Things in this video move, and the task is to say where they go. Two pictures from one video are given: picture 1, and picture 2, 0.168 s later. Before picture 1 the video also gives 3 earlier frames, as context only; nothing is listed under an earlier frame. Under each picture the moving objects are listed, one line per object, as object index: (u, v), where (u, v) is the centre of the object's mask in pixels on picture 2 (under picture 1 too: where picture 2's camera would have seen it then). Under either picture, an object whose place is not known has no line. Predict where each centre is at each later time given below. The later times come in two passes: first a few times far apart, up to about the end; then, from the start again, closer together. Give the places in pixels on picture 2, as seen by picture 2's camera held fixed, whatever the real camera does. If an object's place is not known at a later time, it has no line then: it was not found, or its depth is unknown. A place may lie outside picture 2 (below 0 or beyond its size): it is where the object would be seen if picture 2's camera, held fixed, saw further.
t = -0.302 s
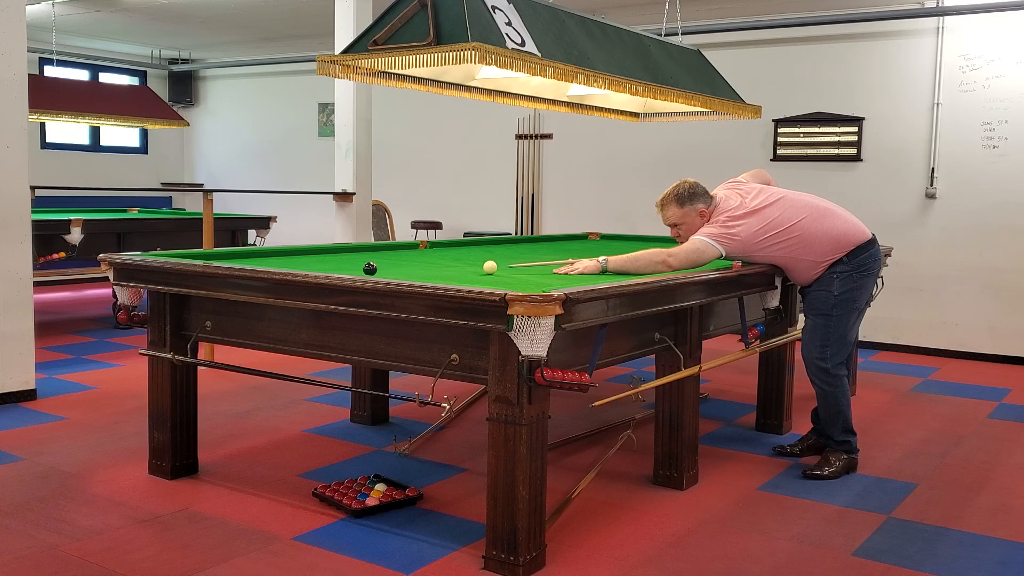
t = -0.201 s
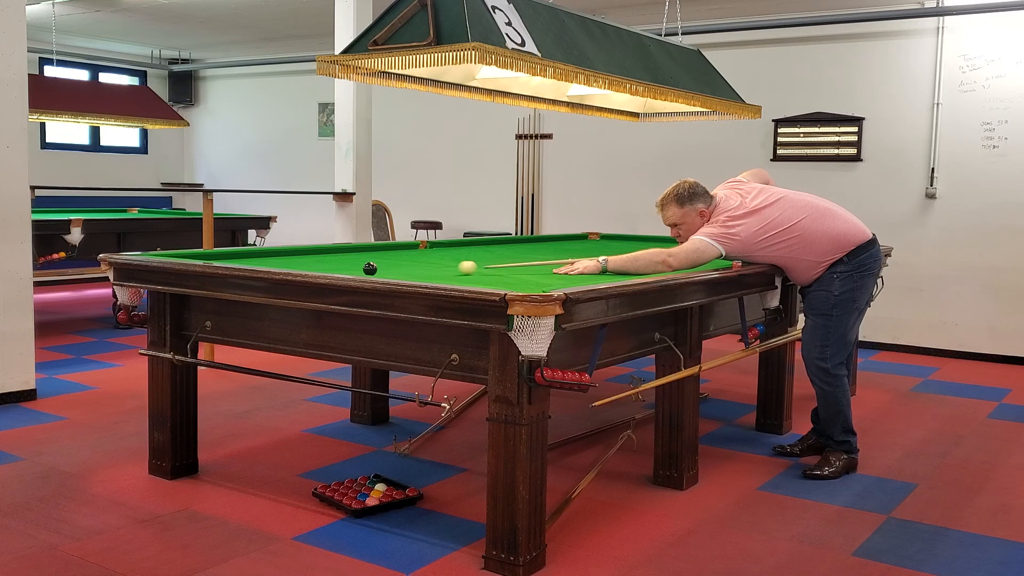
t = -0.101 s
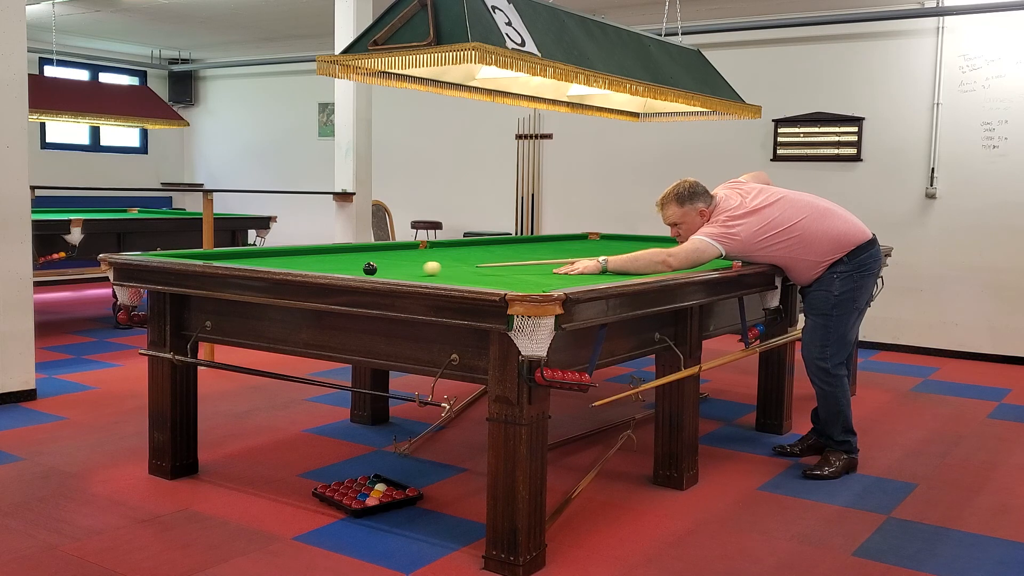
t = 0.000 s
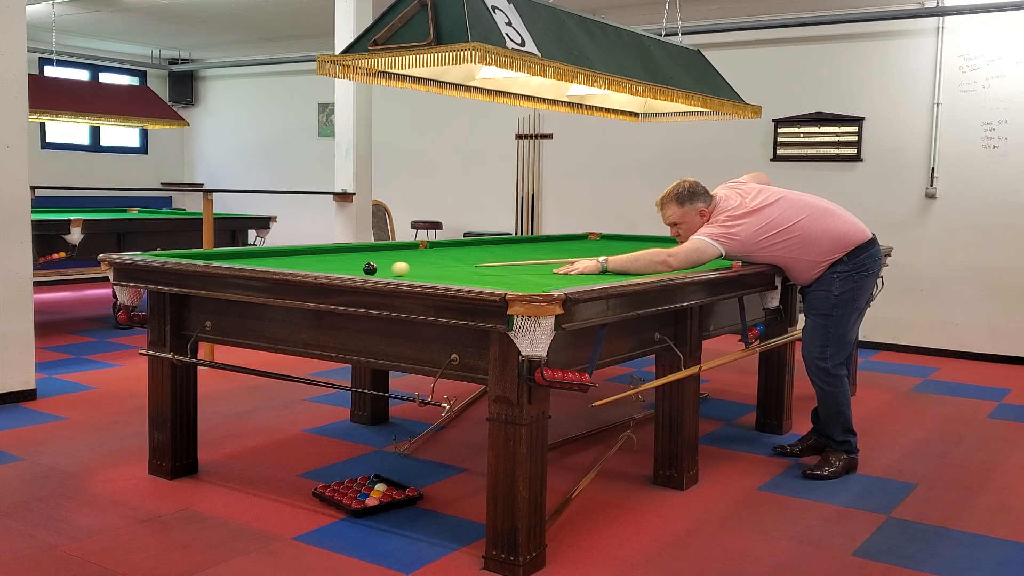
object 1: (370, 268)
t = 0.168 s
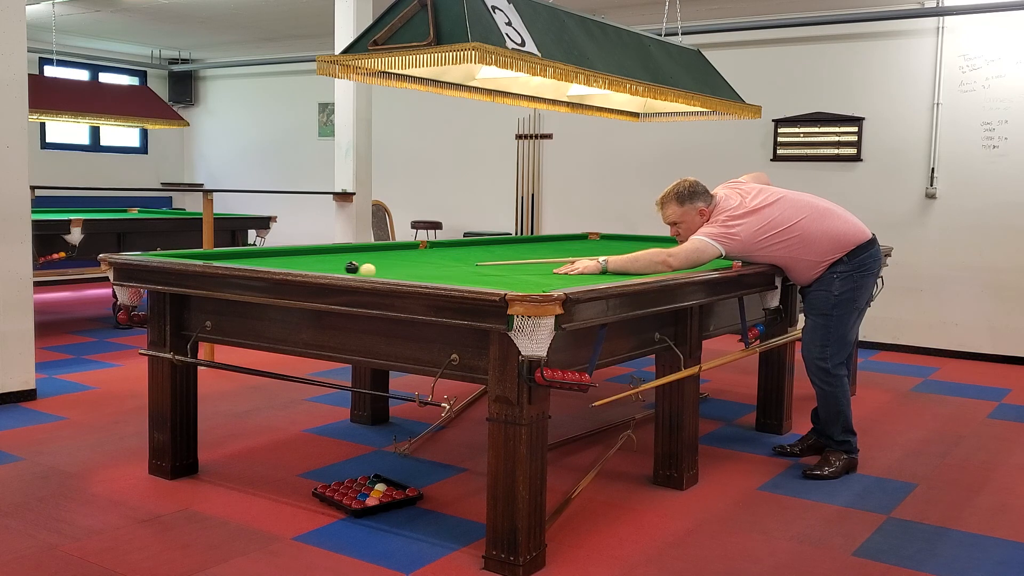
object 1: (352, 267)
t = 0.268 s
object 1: (338, 266)
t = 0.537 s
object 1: (305, 264)
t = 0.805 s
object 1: (273, 262)
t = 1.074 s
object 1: (240, 260)
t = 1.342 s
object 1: (214, 258)
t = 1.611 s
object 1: (189, 256)
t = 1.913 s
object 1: (164, 255)
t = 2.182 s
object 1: (143, 254)
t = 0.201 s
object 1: (347, 267)
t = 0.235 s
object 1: (342, 267)
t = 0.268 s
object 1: (338, 266)
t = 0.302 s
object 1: (333, 266)
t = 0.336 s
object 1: (329, 265)
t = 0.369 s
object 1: (325, 265)
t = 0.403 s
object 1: (320, 265)
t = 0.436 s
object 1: (317, 265)
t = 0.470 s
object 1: (313, 265)
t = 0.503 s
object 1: (309, 265)
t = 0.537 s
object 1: (305, 264)
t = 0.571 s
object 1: (300, 264)
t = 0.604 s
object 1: (297, 264)
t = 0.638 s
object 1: (292, 263)
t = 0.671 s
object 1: (288, 263)
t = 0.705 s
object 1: (285, 263)
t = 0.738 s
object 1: (281, 263)
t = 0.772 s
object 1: (277, 263)
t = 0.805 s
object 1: (273, 262)
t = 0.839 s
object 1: (269, 262)
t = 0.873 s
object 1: (266, 262)
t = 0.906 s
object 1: (262, 261)
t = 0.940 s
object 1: (258, 261)
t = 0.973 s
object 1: (251, 261)
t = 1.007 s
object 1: (247, 260)
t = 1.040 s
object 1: (244, 260)
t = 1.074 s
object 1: (240, 260)
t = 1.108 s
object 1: (237, 260)
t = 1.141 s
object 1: (233, 259)
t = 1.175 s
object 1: (230, 259)
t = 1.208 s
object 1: (227, 259)
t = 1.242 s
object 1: (223, 259)
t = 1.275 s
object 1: (220, 258)
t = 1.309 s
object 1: (217, 258)
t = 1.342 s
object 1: (214, 258)
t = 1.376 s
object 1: (210, 258)
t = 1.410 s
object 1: (207, 258)
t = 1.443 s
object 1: (204, 257)
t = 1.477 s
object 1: (201, 257)
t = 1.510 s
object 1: (198, 257)
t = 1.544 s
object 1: (195, 257)
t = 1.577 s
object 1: (192, 257)
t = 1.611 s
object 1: (189, 256)
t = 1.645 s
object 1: (186, 256)
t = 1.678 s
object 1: (183, 256)
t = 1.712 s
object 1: (180, 256)
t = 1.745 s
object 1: (178, 256)
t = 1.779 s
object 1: (175, 256)
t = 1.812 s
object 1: (172, 255)
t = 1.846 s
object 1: (169, 255)
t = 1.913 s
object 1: (164, 255)
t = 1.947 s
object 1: (162, 255)
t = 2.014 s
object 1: (156, 254)
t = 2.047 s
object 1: (153, 254)
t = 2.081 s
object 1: (151, 254)
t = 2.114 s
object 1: (148, 254)
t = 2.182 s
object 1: (143, 254)
